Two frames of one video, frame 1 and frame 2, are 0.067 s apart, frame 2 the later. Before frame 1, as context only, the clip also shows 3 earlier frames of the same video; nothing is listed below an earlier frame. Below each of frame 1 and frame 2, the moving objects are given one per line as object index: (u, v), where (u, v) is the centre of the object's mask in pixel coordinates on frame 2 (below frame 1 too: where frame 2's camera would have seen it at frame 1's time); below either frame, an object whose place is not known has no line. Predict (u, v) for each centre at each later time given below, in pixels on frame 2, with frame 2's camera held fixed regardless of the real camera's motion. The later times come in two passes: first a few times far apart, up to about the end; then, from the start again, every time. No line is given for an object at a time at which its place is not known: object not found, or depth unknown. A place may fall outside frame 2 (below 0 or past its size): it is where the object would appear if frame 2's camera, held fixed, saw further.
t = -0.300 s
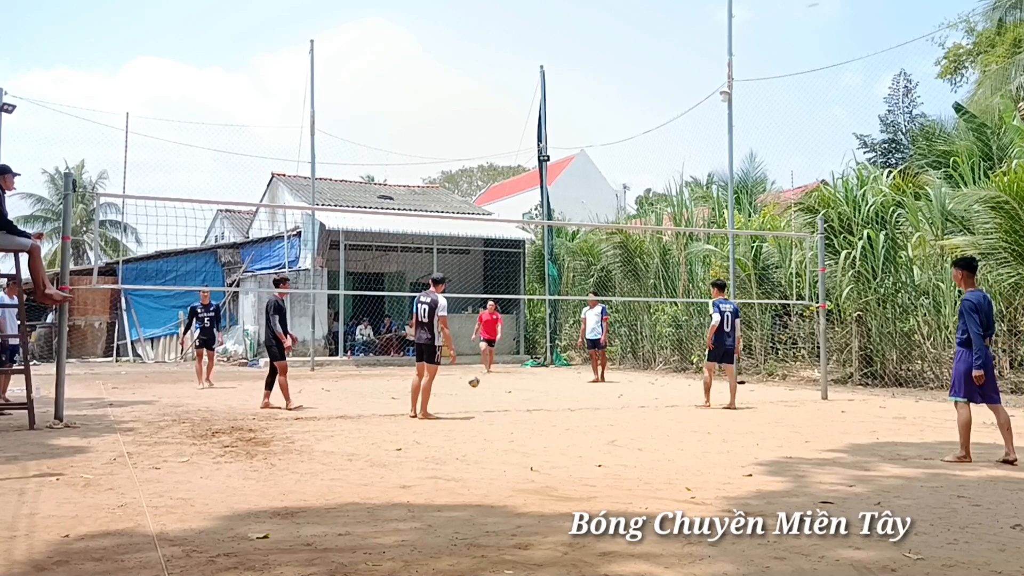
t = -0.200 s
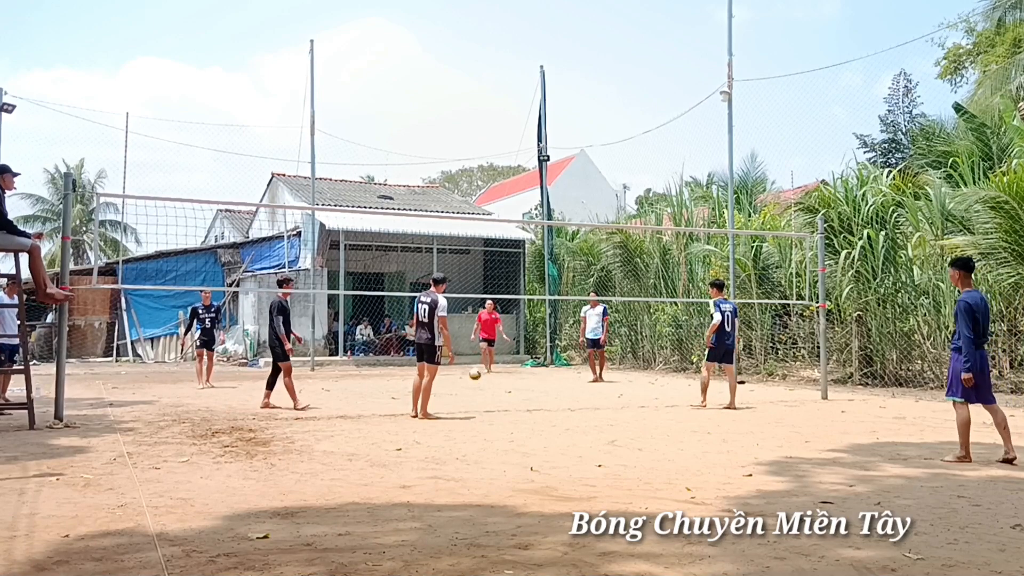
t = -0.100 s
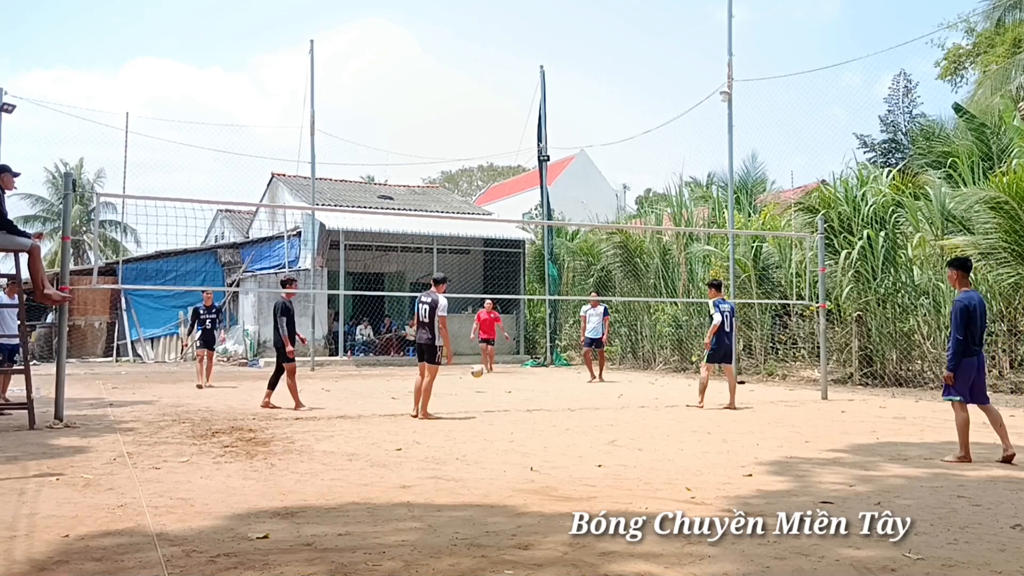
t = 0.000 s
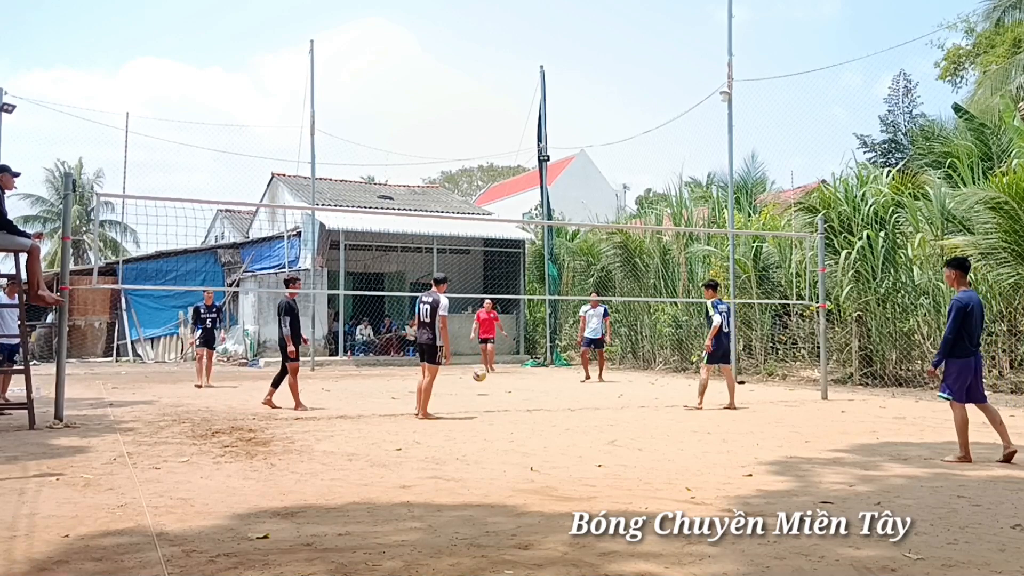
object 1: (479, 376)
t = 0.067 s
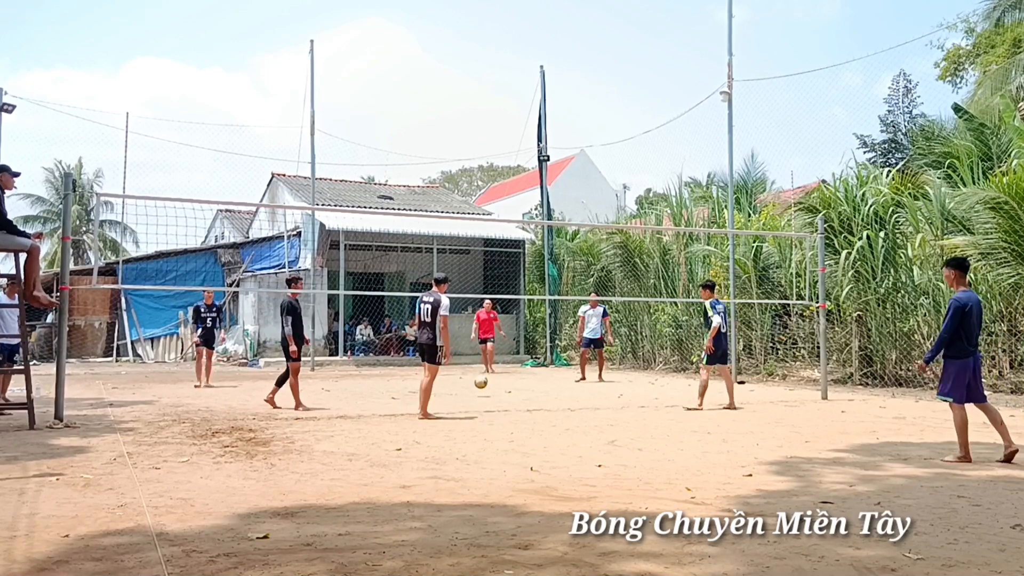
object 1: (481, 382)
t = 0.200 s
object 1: (485, 390)
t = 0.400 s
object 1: (492, 399)
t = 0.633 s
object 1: (504, 400)
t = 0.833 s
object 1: (519, 409)
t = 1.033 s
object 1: (541, 418)
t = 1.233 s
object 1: (568, 430)
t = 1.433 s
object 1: (605, 442)
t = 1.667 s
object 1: (660, 460)
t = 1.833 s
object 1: (711, 472)
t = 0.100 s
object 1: (482, 388)
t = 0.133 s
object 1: (483, 392)
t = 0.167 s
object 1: (483, 391)
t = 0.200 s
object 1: (485, 390)
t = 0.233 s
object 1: (486, 388)
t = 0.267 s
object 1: (487, 389)
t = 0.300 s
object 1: (488, 391)
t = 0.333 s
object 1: (490, 391)
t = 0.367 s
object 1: (491, 395)
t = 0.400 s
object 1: (492, 399)
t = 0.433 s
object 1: (494, 400)
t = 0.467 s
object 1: (495, 398)
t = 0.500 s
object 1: (497, 397)
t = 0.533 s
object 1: (498, 396)
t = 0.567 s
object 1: (500, 396)
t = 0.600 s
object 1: (503, 398)
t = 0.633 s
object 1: (504, 400)
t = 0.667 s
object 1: (506, 404)
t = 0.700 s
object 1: (509, 409)
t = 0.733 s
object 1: (511, 410)
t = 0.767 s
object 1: (514, 411)
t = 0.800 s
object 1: (516, 409)
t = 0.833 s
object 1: (519, 409)
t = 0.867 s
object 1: (523, 411)
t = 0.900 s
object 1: (526, 414)
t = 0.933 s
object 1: (529, 418)
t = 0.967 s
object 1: (533, 417)
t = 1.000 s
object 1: (536, 417)
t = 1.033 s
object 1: (541, 418)
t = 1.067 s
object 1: (545, 419)
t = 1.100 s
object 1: (549, 423)
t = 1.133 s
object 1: (554, 428)
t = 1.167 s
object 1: (559, 428)
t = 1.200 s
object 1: (564, 426)
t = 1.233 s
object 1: (568, 430)
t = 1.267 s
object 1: (574, 430)
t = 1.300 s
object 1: (580, 434)
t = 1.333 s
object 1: (586, 439)
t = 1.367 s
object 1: (592, 439)
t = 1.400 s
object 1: (599, 440)
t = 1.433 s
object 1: (605, 442)
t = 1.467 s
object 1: (612, 446)
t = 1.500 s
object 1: (619, 450)
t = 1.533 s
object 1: (627, 455)
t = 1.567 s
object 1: (634, 453)
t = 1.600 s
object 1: (643, 453)
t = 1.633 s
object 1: (652, 455)
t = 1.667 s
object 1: (660, 460)
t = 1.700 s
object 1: (670, 465)
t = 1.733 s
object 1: (680, 474)
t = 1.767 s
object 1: (690, 472)
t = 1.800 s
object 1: (701, 471)
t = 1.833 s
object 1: (711, 472)
